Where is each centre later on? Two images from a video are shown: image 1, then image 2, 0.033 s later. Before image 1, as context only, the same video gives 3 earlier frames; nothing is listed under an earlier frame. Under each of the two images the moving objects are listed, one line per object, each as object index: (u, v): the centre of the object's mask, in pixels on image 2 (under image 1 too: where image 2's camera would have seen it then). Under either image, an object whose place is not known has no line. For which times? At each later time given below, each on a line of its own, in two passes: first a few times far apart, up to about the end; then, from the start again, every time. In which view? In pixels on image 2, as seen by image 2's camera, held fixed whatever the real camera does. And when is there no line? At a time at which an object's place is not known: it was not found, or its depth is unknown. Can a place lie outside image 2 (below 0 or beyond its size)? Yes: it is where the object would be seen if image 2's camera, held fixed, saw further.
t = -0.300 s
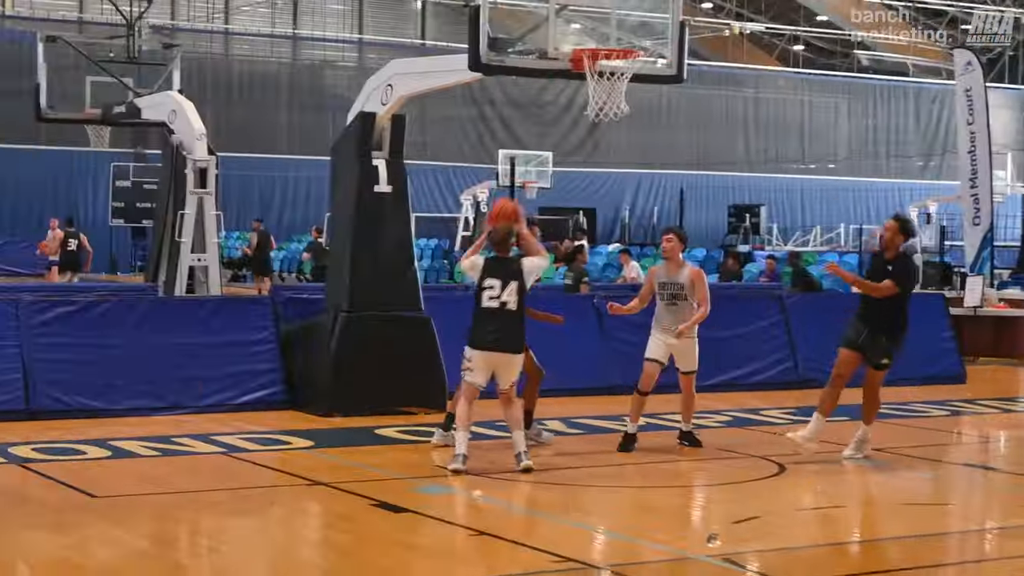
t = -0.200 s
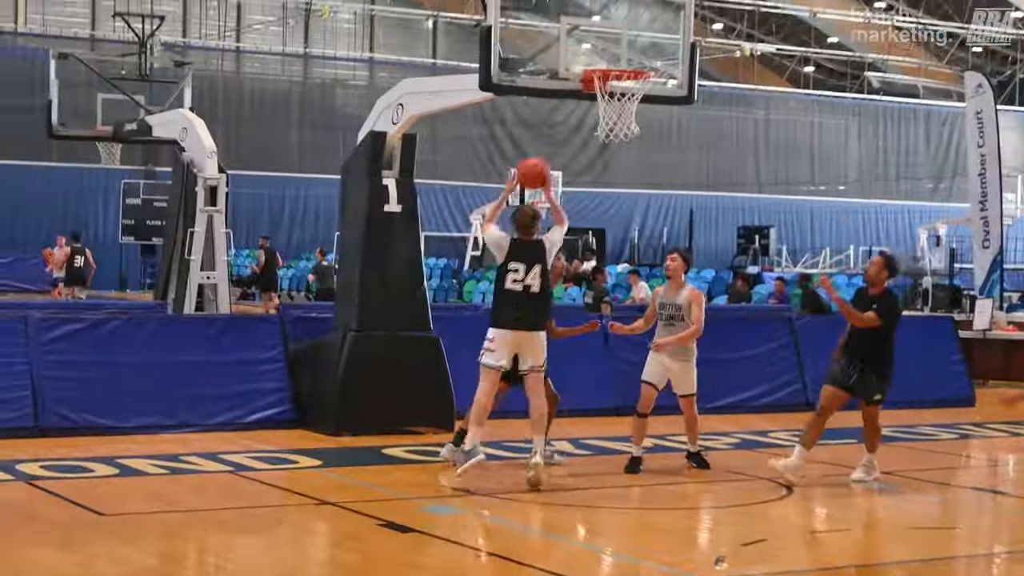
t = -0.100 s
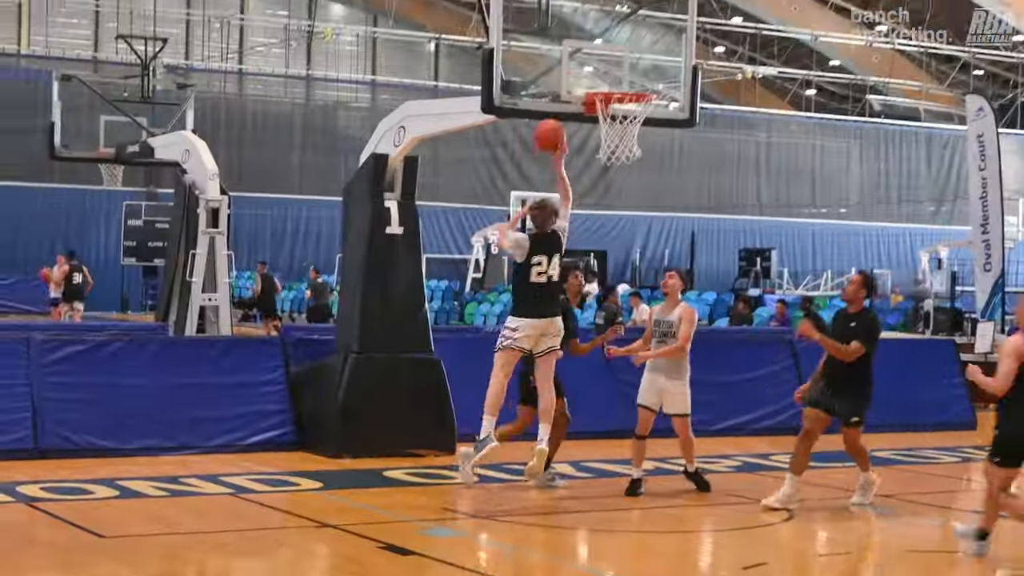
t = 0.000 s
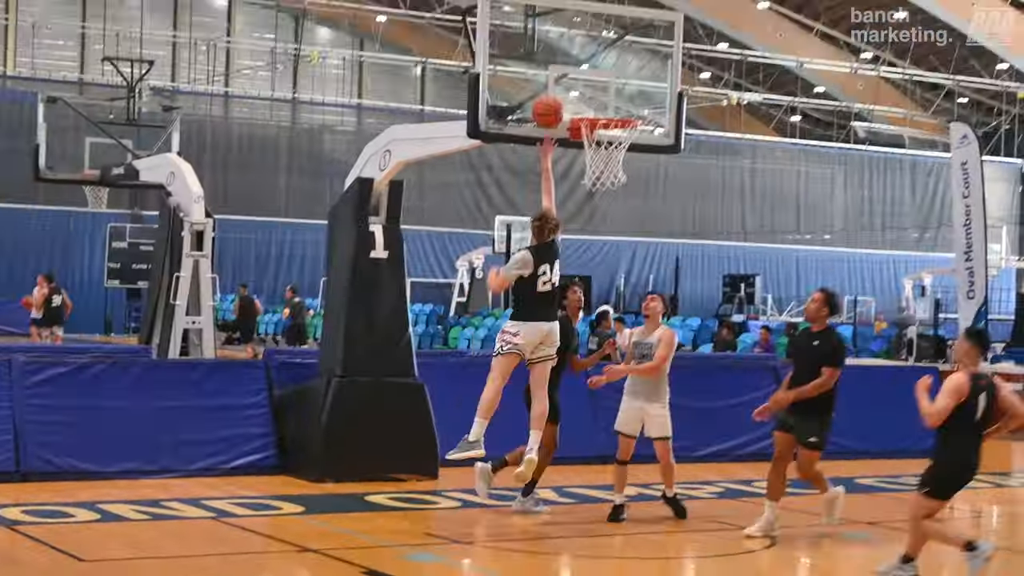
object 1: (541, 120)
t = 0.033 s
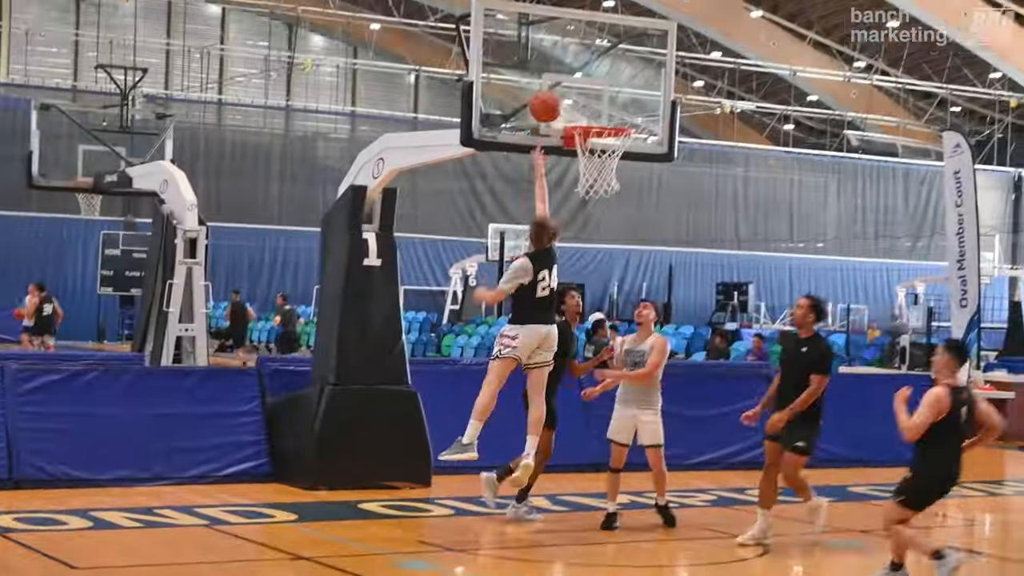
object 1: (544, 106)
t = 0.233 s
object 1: (569, 67)
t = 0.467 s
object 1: (602, 101)
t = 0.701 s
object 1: (617, 173)
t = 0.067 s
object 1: (549, 95)
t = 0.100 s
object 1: (553, 85)
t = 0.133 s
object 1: (557, 77)
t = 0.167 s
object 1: (561, 70)
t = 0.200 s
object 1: (566, 67)
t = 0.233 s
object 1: (569, 67)
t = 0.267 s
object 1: (575, 67)
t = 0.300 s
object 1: (580, 69)
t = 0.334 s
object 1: (584, 73)
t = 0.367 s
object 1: (589, 77)
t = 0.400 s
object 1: (593, 84)
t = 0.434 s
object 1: (597, 92)
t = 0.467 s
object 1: (602, 101)
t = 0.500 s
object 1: (606, 111)
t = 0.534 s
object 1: (610, 118)
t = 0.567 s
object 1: (613, 140)
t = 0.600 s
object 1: (616, 150)
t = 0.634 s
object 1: (618, 158)
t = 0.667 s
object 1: (618, 166)
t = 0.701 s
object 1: (617, 173)
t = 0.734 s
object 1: (616, 184)
